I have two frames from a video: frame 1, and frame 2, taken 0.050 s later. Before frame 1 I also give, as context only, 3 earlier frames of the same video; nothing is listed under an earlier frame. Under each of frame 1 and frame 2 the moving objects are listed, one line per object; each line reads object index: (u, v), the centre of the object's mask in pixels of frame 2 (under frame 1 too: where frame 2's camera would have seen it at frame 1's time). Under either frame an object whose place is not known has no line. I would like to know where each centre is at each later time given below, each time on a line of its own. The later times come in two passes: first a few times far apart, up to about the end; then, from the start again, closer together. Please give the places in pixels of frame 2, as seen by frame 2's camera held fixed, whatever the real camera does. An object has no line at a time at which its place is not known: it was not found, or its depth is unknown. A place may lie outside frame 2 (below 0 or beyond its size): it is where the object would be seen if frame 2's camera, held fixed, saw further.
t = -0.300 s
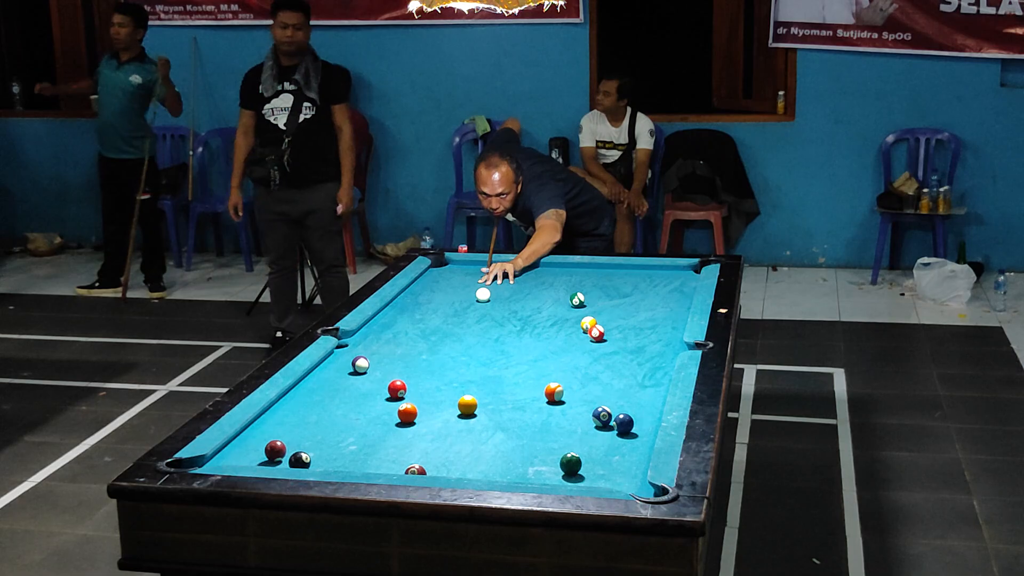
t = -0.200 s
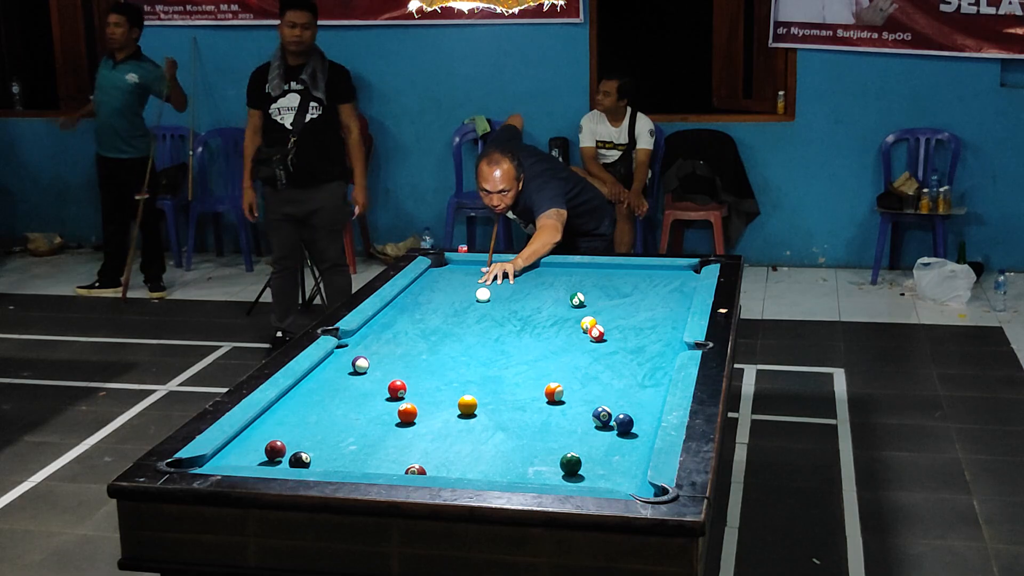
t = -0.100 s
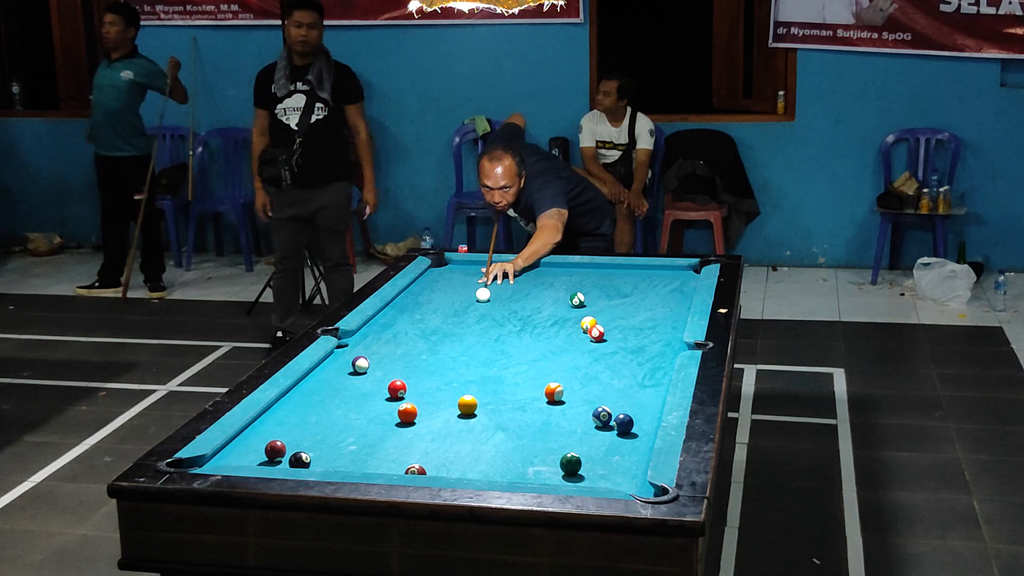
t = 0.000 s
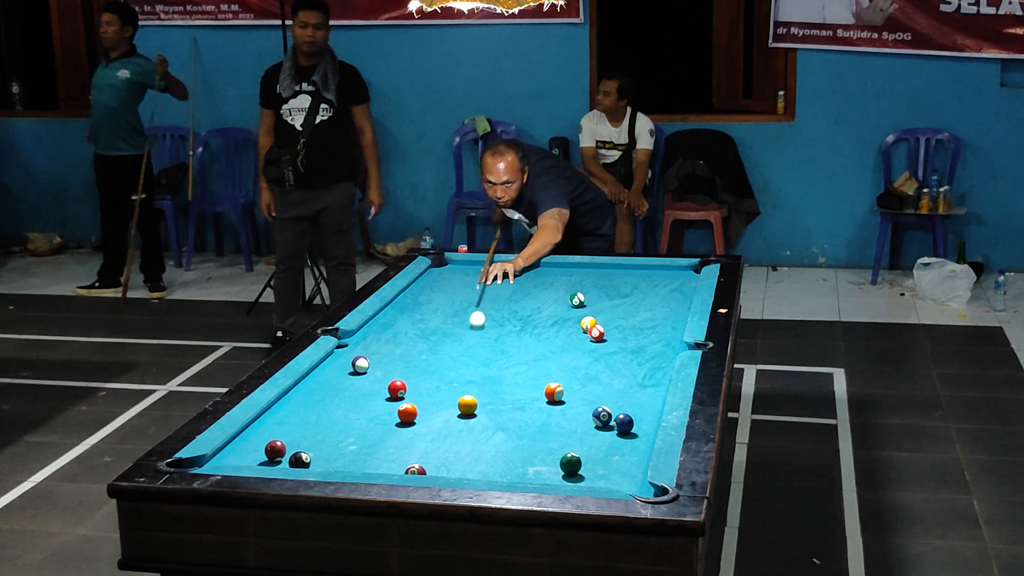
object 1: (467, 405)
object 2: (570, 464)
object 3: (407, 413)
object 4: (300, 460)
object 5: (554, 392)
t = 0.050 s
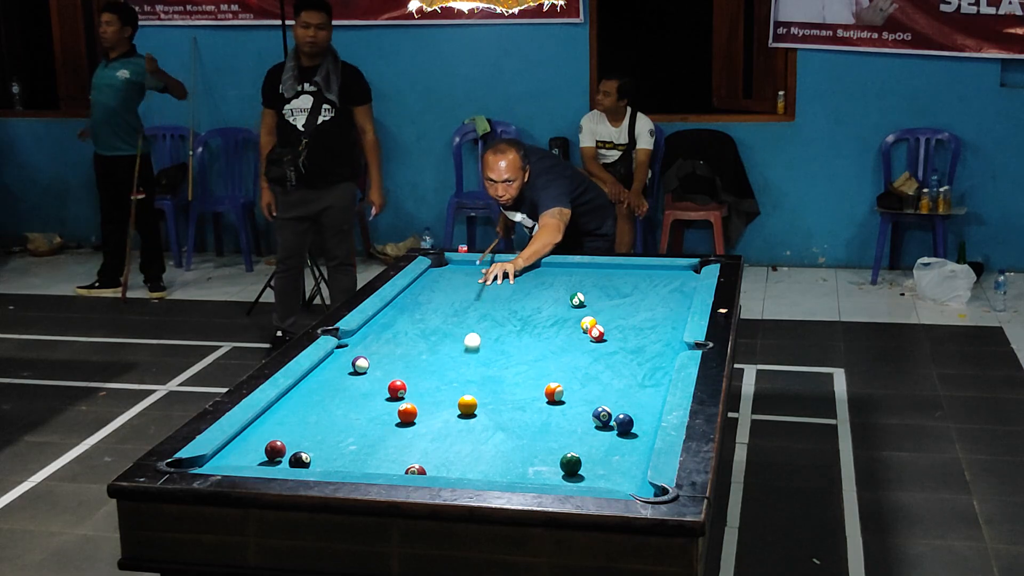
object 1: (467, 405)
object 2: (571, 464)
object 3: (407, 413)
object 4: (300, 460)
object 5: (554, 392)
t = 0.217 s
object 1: (504, 429)
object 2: (570, 464)
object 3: (404, 414)
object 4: (300, 460)
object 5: (554, 392)
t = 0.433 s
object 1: (529, 469)
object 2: (581, 478)
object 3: (323, 454)
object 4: (300, 460)
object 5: (554, 392)
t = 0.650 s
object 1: (530, 432)
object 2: (479, 469)
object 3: (318, 464)
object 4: (273, 457)
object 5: (554, 392)
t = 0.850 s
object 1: (531, 402)
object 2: (401, 453)
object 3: (334, 459)
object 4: (265, 455)
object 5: (554, 392)
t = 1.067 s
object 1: (532, 374)
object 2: (325, 438)
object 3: (351, 450)
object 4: (272, 456)
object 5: (554, 392)
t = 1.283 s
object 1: (533, 351)
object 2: (256, 427)
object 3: (366, 441)
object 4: (285, 459)
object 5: (554, 392)
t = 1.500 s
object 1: (533, 331)
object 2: (312, 420)
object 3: (379, 433)
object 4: (298, 461)
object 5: (554, 392)
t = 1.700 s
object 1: (533, 314)
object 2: (365, 415)
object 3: (391, 427)
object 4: (308, 463)
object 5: (554, 392)
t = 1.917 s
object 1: (533, 298)
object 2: (419, 409)
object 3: (402, 420)
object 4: (318, 464)
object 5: (554, 392)
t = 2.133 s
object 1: (533, 284)
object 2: (470, 404)
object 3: (411, 415)
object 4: (326, 464)
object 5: (554, 392)
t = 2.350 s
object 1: (533, 271)
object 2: (518, 399)
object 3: (420, 410)
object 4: (331, 464)
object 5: (554, 392)
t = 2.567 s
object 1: (528, 266)
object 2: (550, 398)
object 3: (428, 406)
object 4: (336, 464)
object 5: (565, 389)
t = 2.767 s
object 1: (515, 273)
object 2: (568, 401)
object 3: (434, 403)
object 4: (339, 464)
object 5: (581, 384)
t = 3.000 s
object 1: (500, 282)
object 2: (588, 403)
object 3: (440, 400)
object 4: (340, 464)
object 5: (599, 379)
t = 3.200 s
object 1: (487, 290)
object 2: (605, 402)
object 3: (444, 398)
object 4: (340, 464)
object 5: (612, 376)
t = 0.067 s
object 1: (467, 405)
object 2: (571, 464)
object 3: (407, 413)
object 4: (300, 460)
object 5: (554, 392)
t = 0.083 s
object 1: (467, 405)
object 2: (570, 464)
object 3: (407, 413)
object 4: (300, 460)
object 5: (554, 392)
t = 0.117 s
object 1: (467, 405)
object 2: (570, 464)
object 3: (407, 413)
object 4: (300, 460)
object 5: (554, 392)
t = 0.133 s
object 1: (467, 405)
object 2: (570, 464)
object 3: (407, 413)
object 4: (300, 460)
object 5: (554, 392)
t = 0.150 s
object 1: (467, 405)
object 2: (570, 464)
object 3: (407, 413)
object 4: (300, 460)
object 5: (554, 392)
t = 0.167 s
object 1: (472, 407)
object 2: (570, 464)
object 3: (407, 413)
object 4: (300, 460)
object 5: (554, 392)
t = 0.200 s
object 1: (494, 422)
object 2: (570, 464)
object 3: (407, 413)
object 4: (300, 460)
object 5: (554, 392)
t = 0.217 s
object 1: (504, 429)
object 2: (570, 464)
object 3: (404, 414)
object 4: (300, 460)
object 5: (554, 392)
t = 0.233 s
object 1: (515, 437)
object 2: (570, 464)
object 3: (396, 418)
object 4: (300, 460)
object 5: (554, 392)
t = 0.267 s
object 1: (538, 452)
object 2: (570, 464)
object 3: (382, 425)
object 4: (300, 460)
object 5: (554, 392)
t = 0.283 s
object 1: (549, 459)
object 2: (571, 464)
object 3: (376, 428)
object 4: (300, 460)
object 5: (554, 392)
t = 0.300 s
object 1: (545, 465)
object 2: (587, 466)
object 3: (369, 431)
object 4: (300, 460)
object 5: (554, 392)
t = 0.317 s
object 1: (541, 469)
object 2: (603, 469)
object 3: (364, 434)
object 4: (300, 460)
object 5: (554, 392)
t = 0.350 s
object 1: (533, 475)
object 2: (635, 476)
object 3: (352, 440)
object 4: (300, 460)
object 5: (554, 392)
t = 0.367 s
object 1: (530, 477)
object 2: (629, 477)
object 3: (346, 443)
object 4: (300, 460)
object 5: (554, 392)
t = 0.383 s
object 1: (529, 475)
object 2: (616, 478)
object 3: (340, 445)
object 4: (300, 460)
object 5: (554, 392)
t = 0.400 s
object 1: (529, 473)
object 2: (604, 478)
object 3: (335, 448)
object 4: (300, 460)
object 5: (554, 392)
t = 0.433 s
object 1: (529, 469)
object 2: (581, 478)
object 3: (323, 454)
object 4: (300, 460)
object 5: (554, 392)
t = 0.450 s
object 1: (529, 466)
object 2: (570, 478)
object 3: (319, 456)
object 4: (298, 460)
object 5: (554, 392)
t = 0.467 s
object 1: (529, 463)
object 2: (560, 478)
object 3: (320, 457)
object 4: (291, 461)
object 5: (554, 392)
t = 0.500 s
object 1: (530, 457)
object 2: (541, 477)
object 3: (321, 459)
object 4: (279, 462)
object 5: (554, 392)
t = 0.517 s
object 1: (530, 454)
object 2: (534, 476)
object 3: (321, 460)
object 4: (279, 461)
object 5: (554, 392)
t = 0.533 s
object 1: (530, 451)
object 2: (527, 476)
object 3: (320, 461)
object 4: (278, 461)
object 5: (554, 392)
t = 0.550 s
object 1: (530, 448)
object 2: (520, 474)
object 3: (320, 461)
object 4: (277, 460)
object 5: (554, 392)
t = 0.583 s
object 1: (530, 442)
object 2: (506, 472)
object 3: (319, 463)
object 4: (276, 458)
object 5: (554, 392)
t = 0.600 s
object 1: (530, 440)
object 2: (499, 471)
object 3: (319, 463)
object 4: (275, 458)
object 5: (554, 392)
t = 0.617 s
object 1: (530, 437)
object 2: (492, 471)
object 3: (318, 464)
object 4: (274, 458)
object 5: (554, 392)
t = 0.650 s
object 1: (530, 432)
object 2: (479, 469)
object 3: (318, 464)
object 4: (273, 457)
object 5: (554, 392)
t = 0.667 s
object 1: (530, 429)
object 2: (472, 468)
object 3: (320, 464)
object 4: (272, 457)
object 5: (554, 392)
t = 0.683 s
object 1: (531, 426)
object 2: (465, 466)
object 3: (321, 464)
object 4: (272, 456)
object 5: (554, 392)
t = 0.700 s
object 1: (531, 424)
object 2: (459, 465)
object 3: (323, 463)
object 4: (271, 456)
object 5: (554, 392)
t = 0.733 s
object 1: (531, 419)
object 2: (445, 463)
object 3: (325, 462)
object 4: (269, 456)
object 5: (554, 392)
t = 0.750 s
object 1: (531, 416)
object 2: (439, 461)
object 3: (327, 462)
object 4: (269, 456)
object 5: (554, 392)
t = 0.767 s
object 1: (531, 414)
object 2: (433, 460)
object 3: (328, 462)
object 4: (268, 456)
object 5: (554, 392)
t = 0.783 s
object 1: (531, 411)
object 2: (427, 458)
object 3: (329, 461)
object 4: (267, 455)
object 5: (554, 392)
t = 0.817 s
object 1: (531, 406)
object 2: (414, 455)
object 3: (332, 460)
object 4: (266, 455)
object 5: (554, 392)
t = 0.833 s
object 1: (531, 404)
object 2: (407, 454)
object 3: (333, 460)
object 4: (266, 455)
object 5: (554, 392)
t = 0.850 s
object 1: (531, 402)
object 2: (401, 453)
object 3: (334, 459)
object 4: (265, 455)
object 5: (554, 392)
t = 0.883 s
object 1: (531, 397)
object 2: (389, 451)
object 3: (337, 458)
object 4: (264, 454)
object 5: (554, 392)
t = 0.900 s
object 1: (531, 395)
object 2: (383, 450)
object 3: (338, 457)
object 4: (263, 454)
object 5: (554, 392)
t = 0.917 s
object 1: (531, 393)
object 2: (377, 449)
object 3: (340, 456)
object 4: (263, 454)
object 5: (554, 392)
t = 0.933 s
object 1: (531, 391)
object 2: (371, 447)
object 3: (341, 455)
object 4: (263, 454)
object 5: (554, 392)
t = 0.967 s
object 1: (532, 386)
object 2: (360, 445)
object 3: (343, 454)
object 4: (265, 454)
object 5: (554, 392)
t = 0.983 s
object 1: (532, 384)
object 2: (355, 441)
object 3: (345, 453)
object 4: (266, 455)
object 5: (554, 392)
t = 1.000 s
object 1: (532, 382)
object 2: (349, 438)
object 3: (346, 453)
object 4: (268, 455)
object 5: (554, 392)
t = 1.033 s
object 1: (532, 378)
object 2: (335, 439)
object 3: (348, 451)
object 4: (270, 456)
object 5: (554, 392)
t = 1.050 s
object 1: (532, 376)
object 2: (331, 439)
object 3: (349, 450)
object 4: (271, 456)
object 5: (554, 392)
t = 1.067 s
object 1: (532, 374)
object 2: (325, 438)
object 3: (351, 450)
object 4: (272, 456)
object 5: (554, 392)
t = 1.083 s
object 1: (532, 372)
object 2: (319, 437)
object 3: (352, 449)
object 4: (273, 456)
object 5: (554, 392)
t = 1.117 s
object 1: (532, 369)
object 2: (308, 435)
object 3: (354, 448)
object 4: (275, 457)
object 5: (554, 392)
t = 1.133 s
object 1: (532, 367)
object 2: (303, 434)
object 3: (355, 447)
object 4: (276, 457)
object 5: (554, 392)
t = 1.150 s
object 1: (532, 365)
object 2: (297, 433)
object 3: (356, 446)
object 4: (277, 457)
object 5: (554, 392)
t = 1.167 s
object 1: (532, 363)
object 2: (292, 432)
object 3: (357, 446)
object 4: (278, 458)
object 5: (554, 392)
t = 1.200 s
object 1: (532, 359)
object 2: (281, 429)
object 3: (360, 444)
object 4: (280, 458)
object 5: (554, 392)
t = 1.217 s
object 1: (533, 358)
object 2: (276, 428)
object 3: (361, 443)
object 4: (281, 458)
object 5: (554, 392)
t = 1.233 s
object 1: (533, 356)
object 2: (271, 428)
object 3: (362, 443)
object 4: (282, 458)
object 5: (554, 392)
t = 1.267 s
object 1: (533, 353)
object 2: (261, 427)
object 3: (364, 441)
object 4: (284, 459)
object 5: (554, 392)
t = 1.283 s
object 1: (533, 351)
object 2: (256, 427)
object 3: (366, 441)
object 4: (285, 459)
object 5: (554, 392)
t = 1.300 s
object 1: (533, 349)
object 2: (256, 426)
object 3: (367, 440)
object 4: (286, 459)
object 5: (554, 392)
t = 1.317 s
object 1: (533, 348)
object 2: (262, 425)
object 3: (368, 440)
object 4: (287, 460)
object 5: (554, 392)
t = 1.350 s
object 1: (533, 344)
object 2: (271, 424)
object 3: (370, 438)
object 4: (289, 460)
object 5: (554, 392)
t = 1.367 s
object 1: (533, 343)
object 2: (275, 423)
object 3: (371, 438)
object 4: (290, 460)
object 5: (554, 392)
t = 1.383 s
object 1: (533, 341)
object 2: (280, 423)
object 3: (372, 437)
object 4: (291, 460)
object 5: (554, 392)
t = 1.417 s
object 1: (533, 338)
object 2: (289, 423)
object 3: (374, 436)
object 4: (293, 461)
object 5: (554, 392)
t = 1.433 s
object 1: (533, 337)
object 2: (294, 422)
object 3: (375, 435)
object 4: (294, 461)
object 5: (554, 392)
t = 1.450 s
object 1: (533, 335)
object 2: (299, 422)
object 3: (376, 435)
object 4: (295, 461)
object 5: (554, 392)
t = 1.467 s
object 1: (533, 334)
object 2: (303, 421)
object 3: (377, 434)
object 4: (296, 461)
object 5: (554, 392)
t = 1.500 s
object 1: (533, 331)
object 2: (312, 420)
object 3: (379, 433)
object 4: (298, 461)
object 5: (554, 392)
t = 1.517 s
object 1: (533, 329)
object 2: (317, 419)
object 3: (380, 432)
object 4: (299, 462)
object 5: (554, 392)
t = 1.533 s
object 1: (533, 328)
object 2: (321, 419)
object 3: (381, 432)
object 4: (300, 462)
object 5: (554, 392)
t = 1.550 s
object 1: (533, 326)
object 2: (326, 419)
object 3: (382, 431)
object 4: (301, 462)
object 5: (554, 392)
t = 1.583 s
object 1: (533, 323)
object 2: (334, 418)
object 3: (384, 430)
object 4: (302, 462)
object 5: (554, 392)
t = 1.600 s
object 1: (533, 322)
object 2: (339, 417)
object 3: (385, 430)
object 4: (303, 462)
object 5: (554, 392)
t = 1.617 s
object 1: (533, 321)
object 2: (343, 417)
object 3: (386, 429)
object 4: (304, 463)
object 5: (554, 392)
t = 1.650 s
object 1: (533, 318)
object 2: (352, 416)
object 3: (388, 428)
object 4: (306, 463)
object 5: (554, 392)
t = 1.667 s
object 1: (533, 316)
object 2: (356, 415)
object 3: (389, 428)
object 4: (307, 463)
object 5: (554, 392)
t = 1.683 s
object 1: (533, 315)
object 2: (361, 415)
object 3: (390, 427)
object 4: (308, 463)
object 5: (554, 392)
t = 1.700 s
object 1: (533, 314)
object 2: (365, 415)
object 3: (391, 427)
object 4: (308, 463)
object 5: (554, 392)
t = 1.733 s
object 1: (534, 311)
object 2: (374, 414)
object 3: (392, 426)
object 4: (310, 464)
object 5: (554, 392)
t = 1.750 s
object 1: (534, 310)
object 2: (378, 413)
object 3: (393, 425)
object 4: (311, 464)
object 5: (554, 392)
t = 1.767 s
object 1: (533, 309)
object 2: (381, 412)
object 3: (394, 425)
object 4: (312, 464)
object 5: (554, 392)
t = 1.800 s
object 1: (533, 306)
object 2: (389, 410)
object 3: (396, 423)
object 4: (313, 464)
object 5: (554, 392)
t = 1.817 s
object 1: (533, 305)
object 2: (394, 408)
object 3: (397, 423)
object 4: (314, 464)
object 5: (554, 392)
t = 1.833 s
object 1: (534, 304)
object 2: (399, 408)
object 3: (398, 423)
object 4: (315, 464)
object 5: (554, 392)
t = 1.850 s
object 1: (533, 303)
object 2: (403, 408)
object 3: (399, 422)
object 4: (315, 464)
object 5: (554, 392)
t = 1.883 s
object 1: (533, 300)
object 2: (412, 409)
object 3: (400, 421)
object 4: (317, 464)
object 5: (554, 392)
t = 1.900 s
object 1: (533, 299)
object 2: (415, 409)
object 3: (401, 421)
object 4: (317, 464)
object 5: (554, 392)
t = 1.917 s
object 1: (533, 298)
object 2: (419, 409)
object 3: (402, 420)
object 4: (318, 464)
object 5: (554, 392)
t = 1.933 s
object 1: (533, 297)
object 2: (423, 408)
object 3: (403, 420)
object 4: (319, 464)
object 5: (554, 392)
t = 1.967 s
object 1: (533, 295)
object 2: (431, 407)
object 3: (404, 419)
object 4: (320, 464)
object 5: (554, 392)
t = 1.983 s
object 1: (533, 294)
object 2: (435, 407)
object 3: (405, 419)
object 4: (320, 464)
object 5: (554, 392)
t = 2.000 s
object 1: (533, 292)
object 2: (439, 407)
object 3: (406, 418)
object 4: (321, 464)
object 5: (554, 392)
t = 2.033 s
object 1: (533, 290)
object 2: (446, 406)
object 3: (407, 417)
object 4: (323, 464)
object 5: (554, 392)
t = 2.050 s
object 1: (533, 289)
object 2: (450, 406)
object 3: (408, 417)
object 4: (323, 464)
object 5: (554, 392)
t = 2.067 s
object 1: (533, 288)
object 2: (454, 405)
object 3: (409, 416)
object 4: (324, 464)
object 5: (554, 392)
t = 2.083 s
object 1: (533, 287)
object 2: (458, 405)
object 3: (409, 416)
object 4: (324, 464)
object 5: (554, 392)
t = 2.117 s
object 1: (533, 285)
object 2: (466, 404)
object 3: (411, 415)
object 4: (325, 464)
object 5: (554, 392)
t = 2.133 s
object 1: (533, 284)
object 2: (470, 404)
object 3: (411, 415)
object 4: (326, 464)
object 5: (554, 392)
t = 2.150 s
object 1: (533, 283)
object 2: (473, 403)
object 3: (412, 414)
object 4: (326, 464)
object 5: (554, 392)
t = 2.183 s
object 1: (533, 281)
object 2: (481, 403)
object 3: (413, 414)
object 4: (327, 464)
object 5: (554, 392)
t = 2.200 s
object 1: (533, 280)
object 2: (485, 402)
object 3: (414, 413)
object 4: (328, 464)
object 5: (554, 392)
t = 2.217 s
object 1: (533, 279)
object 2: (488, 402)
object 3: (415, 413)
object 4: (328, 464)
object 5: (554, 392)
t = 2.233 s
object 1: (533, 278)
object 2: (492, 401)
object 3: (415, 412)
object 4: (328, 464)
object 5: (554, 392)
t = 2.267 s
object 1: (533, 276)
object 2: (500, 401)
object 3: (417, 412)
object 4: (329, 464)
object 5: (554, 392)
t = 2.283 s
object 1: (533, 275)
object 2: (503, 400)
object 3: (417, 411)
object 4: (330, 464)
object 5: (554, 392)
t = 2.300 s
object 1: (533, 274)
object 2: (507, 400)
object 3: (418, 411)
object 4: (330, 464)
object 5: (554, 392)
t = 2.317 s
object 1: (533, 273)
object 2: (510, 400)
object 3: (419, 411)
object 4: (331, 464)
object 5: (554, 392)
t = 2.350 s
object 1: (533, 271)
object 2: (518, 399)
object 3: (420, 410)
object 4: (331, 464)
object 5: (554, 392)
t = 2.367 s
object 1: (533, 270)
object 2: (521, 398)
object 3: (420, 410)
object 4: (332, 464)
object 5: (554, 392)
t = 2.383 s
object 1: (532, 270)
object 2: (525, 398)
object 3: (421, 409)
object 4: (332, 464)
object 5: (554, 392)
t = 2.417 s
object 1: (532, 268)
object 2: (532, 398)
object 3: (422, 409)
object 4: (333, 464)
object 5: (554, 392)
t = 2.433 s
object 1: (532, 267)
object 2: (535, 397)
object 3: (423, 408)
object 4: (333, 464)
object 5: (554, 392)
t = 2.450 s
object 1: (532, 266)
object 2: (539, 397)
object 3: (424, 408)
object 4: (334, 464)
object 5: (555, 392)
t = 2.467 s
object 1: (532, 265)
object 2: (540, 397)
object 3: (424, 408)
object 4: (334, 464)
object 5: (556, 391)
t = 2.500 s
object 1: (532, 264)
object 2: (543, 398)
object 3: (425, 407)
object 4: (335, 464)
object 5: (559, 390)
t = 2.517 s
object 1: (531, 264)
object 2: (545, 398)
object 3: (426, 407)
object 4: (335, 464)
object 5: (560, 390)
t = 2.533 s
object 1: (530, 264)
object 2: (547, 398)
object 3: (427, 407)
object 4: (335, 464)
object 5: (562, 390)
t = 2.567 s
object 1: (528, 266)
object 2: (550, 398)
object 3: (428, 406)
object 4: (336, 464)
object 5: (565, 389)
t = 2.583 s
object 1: (527, 266)
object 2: (552, 398)
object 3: (428, 406)
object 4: (336, 464)
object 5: (566, 388)
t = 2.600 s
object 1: (526, 267)
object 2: (553, 398)
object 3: (429, 405)
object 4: (336, 464)
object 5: (568, 388)
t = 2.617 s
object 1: (525, 268)
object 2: (555, 399)
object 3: (430, 405)
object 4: (337, 464)
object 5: (569, 388)
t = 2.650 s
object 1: (523, 269)
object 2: (558, 399)
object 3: (431, 405)
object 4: (337, 464)
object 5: (572, 387)
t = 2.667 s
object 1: (522, 269)
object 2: (559, 400)
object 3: (431, 404)
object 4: (338, 464)
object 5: (573, 387)
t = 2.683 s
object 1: (521, 270)
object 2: (561, 400)
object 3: (432, 404)
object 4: (338, 464)
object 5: (574, 386)
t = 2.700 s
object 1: (520, 271)
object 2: (562, 400)
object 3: (432, 404)
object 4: (338, 464)
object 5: (576, 386)
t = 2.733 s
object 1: (518, 272)
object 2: (565, 401)
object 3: (433, 403)
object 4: (338, 464)
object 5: (578, 385)
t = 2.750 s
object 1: (516, 273)
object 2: (567, 401)
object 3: (434, 403)
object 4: (339, 464)
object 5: (580, 385)
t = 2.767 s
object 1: (515, 273)
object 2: (568, 401)
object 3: (434, 403)
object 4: (339, 464)
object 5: (581, 384)
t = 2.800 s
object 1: (513, 275)
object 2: (571, 401)
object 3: (435, 402)
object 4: (339, 464)
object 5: (584, 384)
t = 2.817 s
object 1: (512, 275)
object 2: (573, 401)
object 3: (436, 402)
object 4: (339, 464)
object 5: (585, 383)
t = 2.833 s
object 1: (511, 276)
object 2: (574, 402)
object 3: (436, 402)
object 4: (339, 464)
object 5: (586, 383)
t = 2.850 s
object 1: (510, 276)
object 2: (576, 402)
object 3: (437, 401)
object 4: (339, 464)
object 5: (588, 382)
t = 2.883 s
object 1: (508, 278)
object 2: (579, 402)
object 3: (437, 401)
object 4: (340, 464)
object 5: (590, 382)
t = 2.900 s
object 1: (507, 278)
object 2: (580, 402)
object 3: (438, 401)
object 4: (340, 464)
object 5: (591, 381)
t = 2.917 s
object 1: (506, 279)
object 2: (582, 402)
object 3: (438, 401)
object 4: (340, 464)
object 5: (593, 381)
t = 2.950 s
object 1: (504, 280)
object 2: (584, 403)
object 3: (439, 400)
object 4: (340, 464)
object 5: (595, 380)
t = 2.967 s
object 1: (503, 281)
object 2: (586, 403)
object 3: (439, 400)
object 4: (340, 464)
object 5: (596, 380)
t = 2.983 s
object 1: (501, 282)
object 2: (587, 403)
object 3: (440, 400)
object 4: (340, 464)
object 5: (598, 380)
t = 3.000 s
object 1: (500, 282)
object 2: (588, 403)
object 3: (440, 400)
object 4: (340, 464)
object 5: (599, 379)
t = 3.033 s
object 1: (498, 283)
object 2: (590, 403)
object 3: (441, 399)
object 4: (340, 464)
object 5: (601, 379)
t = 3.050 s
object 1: (497, 284)
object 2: (592, 403)
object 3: (441, 399)
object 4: (340, 464)
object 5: (602, 378)
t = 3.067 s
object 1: (496, 285)
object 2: (593, 402)
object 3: (442, 399)
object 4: (340, 464)
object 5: (603, 378)
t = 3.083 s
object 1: (495, 285)
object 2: (594, 402)
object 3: (442, 399)
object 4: (340, 464)
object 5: (604, 378)
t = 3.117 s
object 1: (493, 286)
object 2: (597, 402)
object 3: (443, 398)
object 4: (340, 464)
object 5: (607, 377)
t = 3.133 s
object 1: (492, 287)
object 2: (599, 402)
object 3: (443, 398)
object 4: (340, 464)
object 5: (608, 377)
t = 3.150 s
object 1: (491, 288)
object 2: (600, 402)
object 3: (443, 398)
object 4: (340, 464)
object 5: (609, 376)
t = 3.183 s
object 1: (488, 289)
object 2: (604, 402)
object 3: (444, 398)
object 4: (340, 464)
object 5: (611, 376)
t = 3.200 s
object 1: (487, 290)
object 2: (605, 402)
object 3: (444, 398)
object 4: (340, 464)
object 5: (612, 376)
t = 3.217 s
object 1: (486, 290)
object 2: (607, 403)
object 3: (445, 398)
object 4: (340, 464)
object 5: (613, 375)
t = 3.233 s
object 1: (485, 291)
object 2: (608, 403)
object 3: (445, 397)
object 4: (340, 464)
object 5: (614, 375)
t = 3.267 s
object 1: (483, 292)
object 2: (611, 404)
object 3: (446, 397)
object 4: (340, 464)
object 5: (616, 374)
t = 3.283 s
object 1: (482, 293)
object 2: (612, 405)
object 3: (446, 397)
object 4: (340, 464)
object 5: (617, 374)
